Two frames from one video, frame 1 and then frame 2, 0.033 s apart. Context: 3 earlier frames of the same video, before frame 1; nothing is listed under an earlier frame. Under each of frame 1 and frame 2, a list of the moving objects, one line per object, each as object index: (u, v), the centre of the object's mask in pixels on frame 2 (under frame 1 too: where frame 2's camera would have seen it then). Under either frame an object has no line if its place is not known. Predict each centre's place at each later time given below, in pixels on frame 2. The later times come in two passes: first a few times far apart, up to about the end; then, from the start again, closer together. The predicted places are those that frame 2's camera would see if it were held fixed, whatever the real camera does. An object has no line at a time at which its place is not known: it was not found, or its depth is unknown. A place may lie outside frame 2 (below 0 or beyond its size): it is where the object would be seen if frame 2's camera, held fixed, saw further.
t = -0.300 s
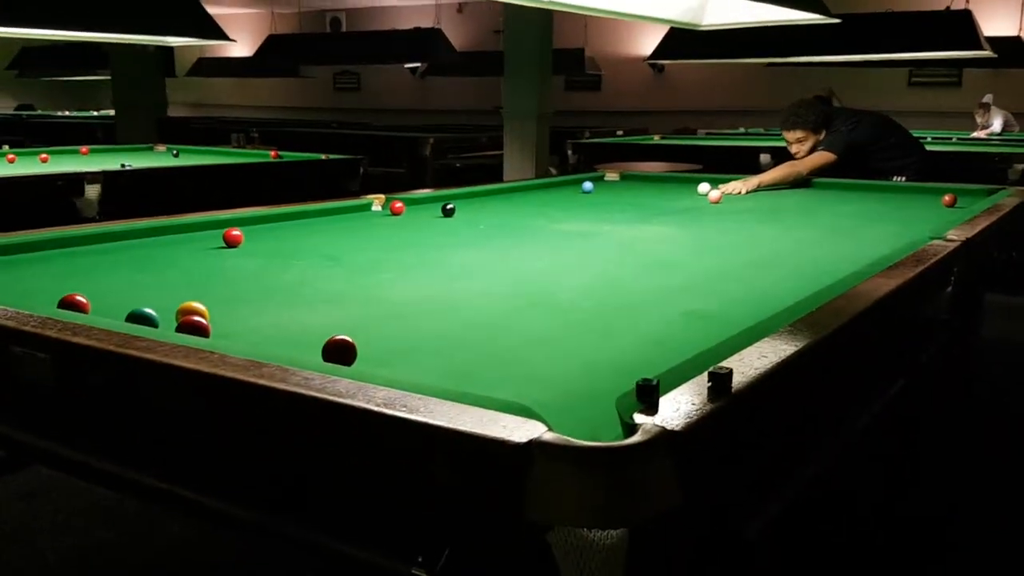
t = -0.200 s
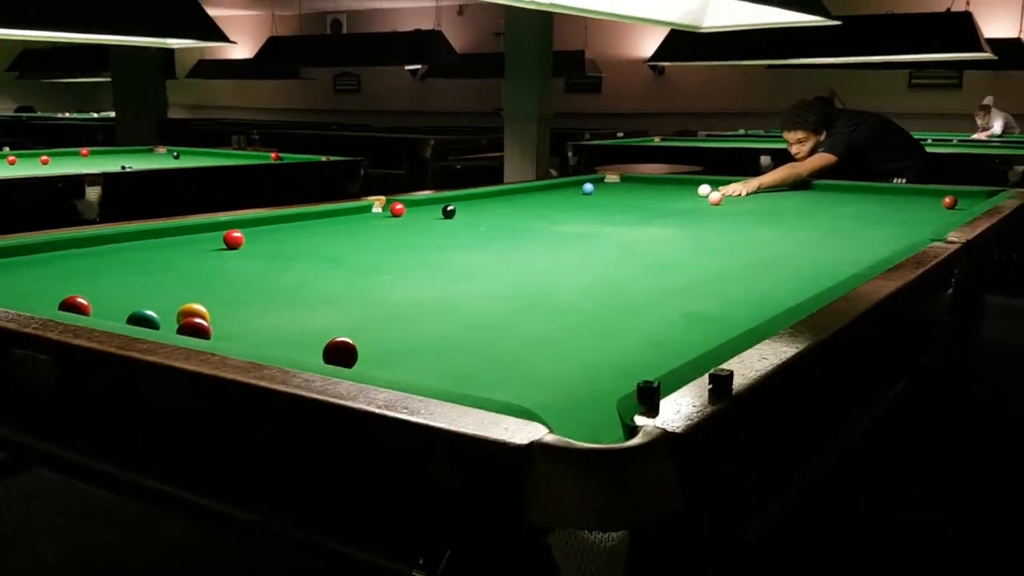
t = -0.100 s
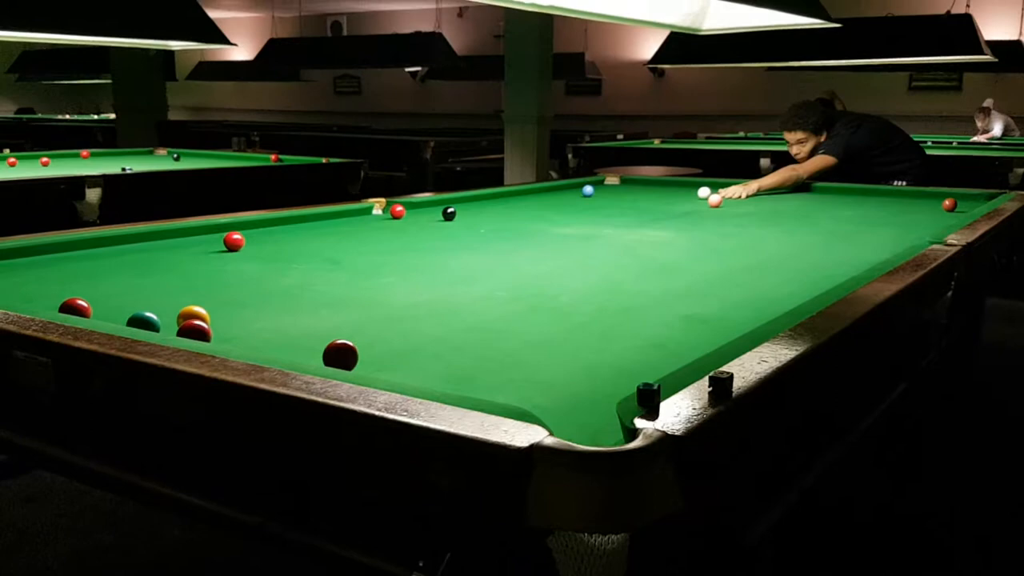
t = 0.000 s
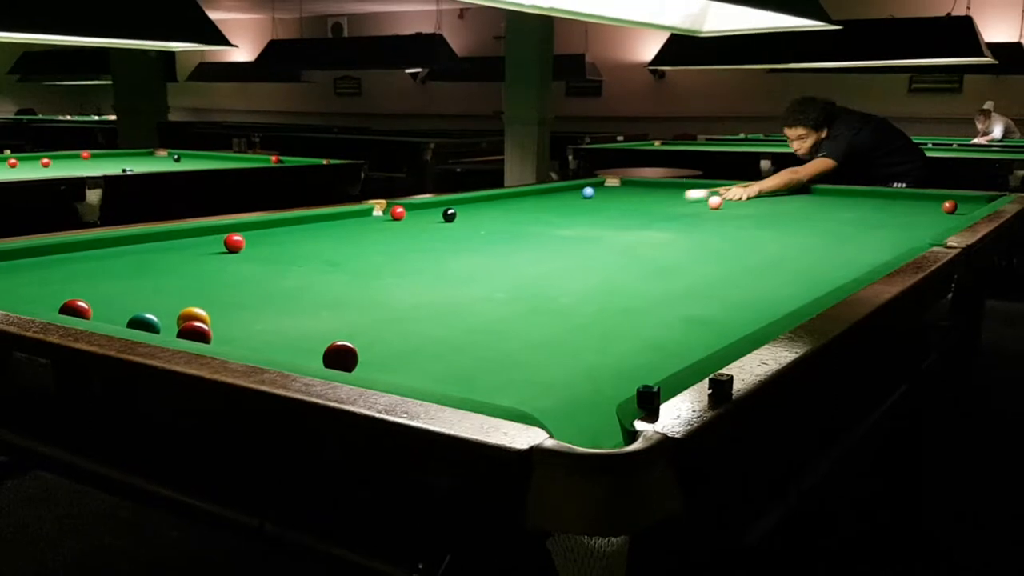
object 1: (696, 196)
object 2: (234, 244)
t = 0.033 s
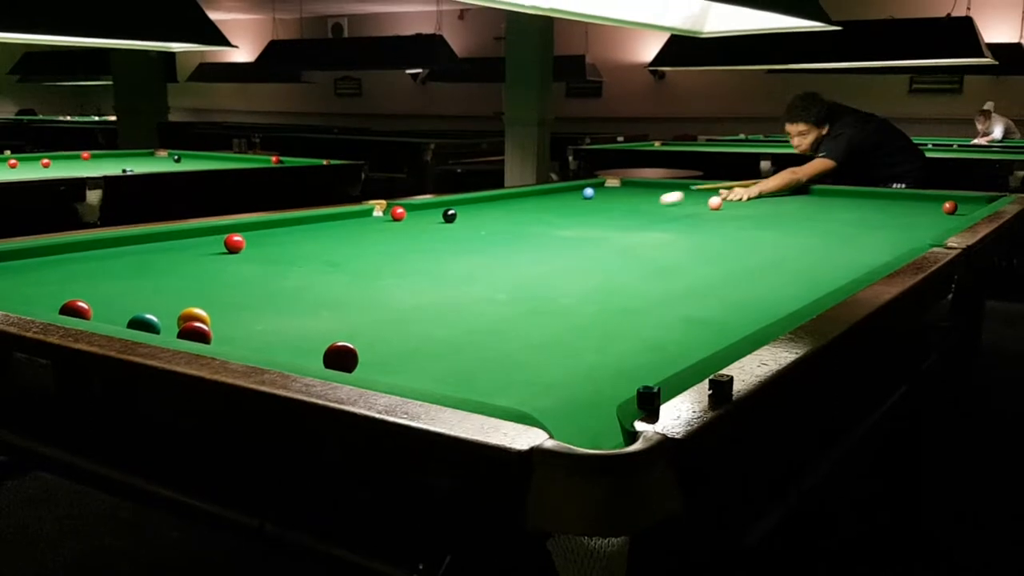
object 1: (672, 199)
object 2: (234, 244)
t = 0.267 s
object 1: (467, 221)
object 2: (235, 245)
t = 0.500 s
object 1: (257, 243)
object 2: (148, 250)
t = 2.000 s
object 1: (140, 271)
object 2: (613, 249)
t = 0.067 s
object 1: (646, 203)
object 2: (234, 247)
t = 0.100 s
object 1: (620, 205)
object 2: (234, 246)
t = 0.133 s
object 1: (592, 208)
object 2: (234, 245)
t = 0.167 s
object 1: (561, 212)
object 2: (234, 245)
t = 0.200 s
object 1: (532, 214)
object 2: (234, 245)
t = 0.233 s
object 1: (501, 217)
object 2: (234, 245)
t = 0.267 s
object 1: (467, 221)
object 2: (235, 245)
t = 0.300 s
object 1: (431, 225)
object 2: (235, 245)
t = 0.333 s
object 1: (394, 228)
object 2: (235, 245)
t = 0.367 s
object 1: (354, 232)
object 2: (234, 245)
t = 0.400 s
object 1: (313, 236)
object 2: (235, 245)
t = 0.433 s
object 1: (266, 240)
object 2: (234, 245)
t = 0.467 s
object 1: (255, 242)
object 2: (198, 246)
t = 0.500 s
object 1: (257, 243)
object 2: (148, 250)
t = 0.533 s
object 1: (259, 243)
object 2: (92, 256)
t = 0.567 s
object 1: (259, 244)
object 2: (35, 260)
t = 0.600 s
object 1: (258, 245)
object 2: (-23, 265)
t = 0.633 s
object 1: (256, 246)
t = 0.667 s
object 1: (253, 247)
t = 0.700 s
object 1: (249, 248)
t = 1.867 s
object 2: (553, 250)
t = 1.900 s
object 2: (569, 250)
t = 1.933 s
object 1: (121, 273)
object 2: (583, 249)
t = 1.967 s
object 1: (131, 272)
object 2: (598, 249)
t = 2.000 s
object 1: (140, 271)
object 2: (613, 249)
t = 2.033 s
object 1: (149, 270)
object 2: (627, 248)
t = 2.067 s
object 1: (158, 269)
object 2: (642, 247)
